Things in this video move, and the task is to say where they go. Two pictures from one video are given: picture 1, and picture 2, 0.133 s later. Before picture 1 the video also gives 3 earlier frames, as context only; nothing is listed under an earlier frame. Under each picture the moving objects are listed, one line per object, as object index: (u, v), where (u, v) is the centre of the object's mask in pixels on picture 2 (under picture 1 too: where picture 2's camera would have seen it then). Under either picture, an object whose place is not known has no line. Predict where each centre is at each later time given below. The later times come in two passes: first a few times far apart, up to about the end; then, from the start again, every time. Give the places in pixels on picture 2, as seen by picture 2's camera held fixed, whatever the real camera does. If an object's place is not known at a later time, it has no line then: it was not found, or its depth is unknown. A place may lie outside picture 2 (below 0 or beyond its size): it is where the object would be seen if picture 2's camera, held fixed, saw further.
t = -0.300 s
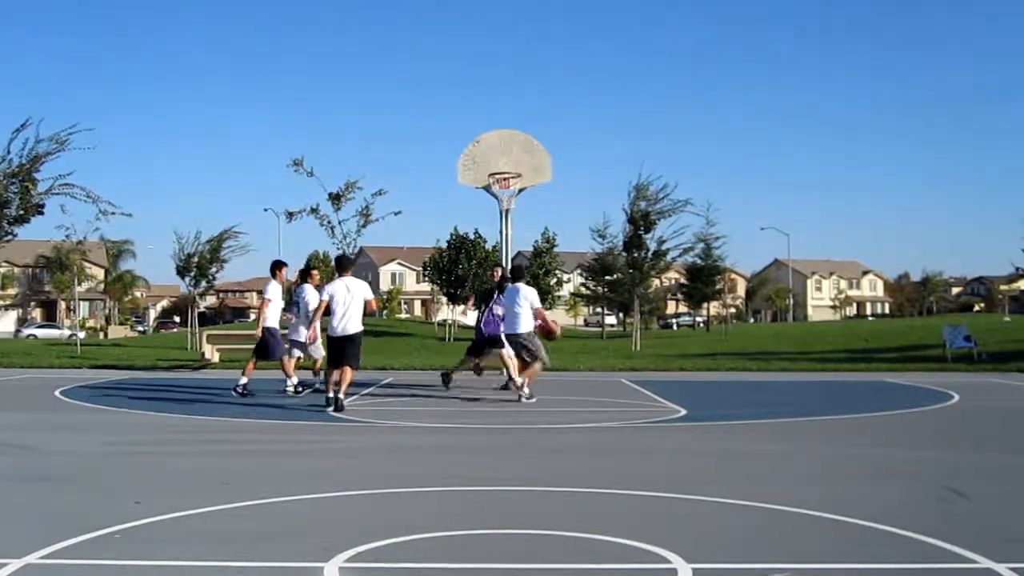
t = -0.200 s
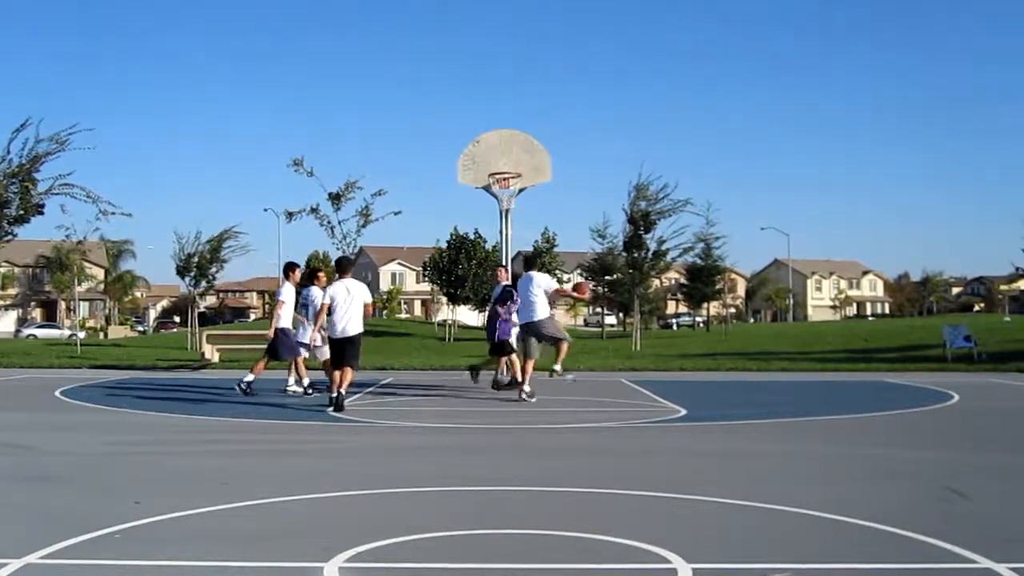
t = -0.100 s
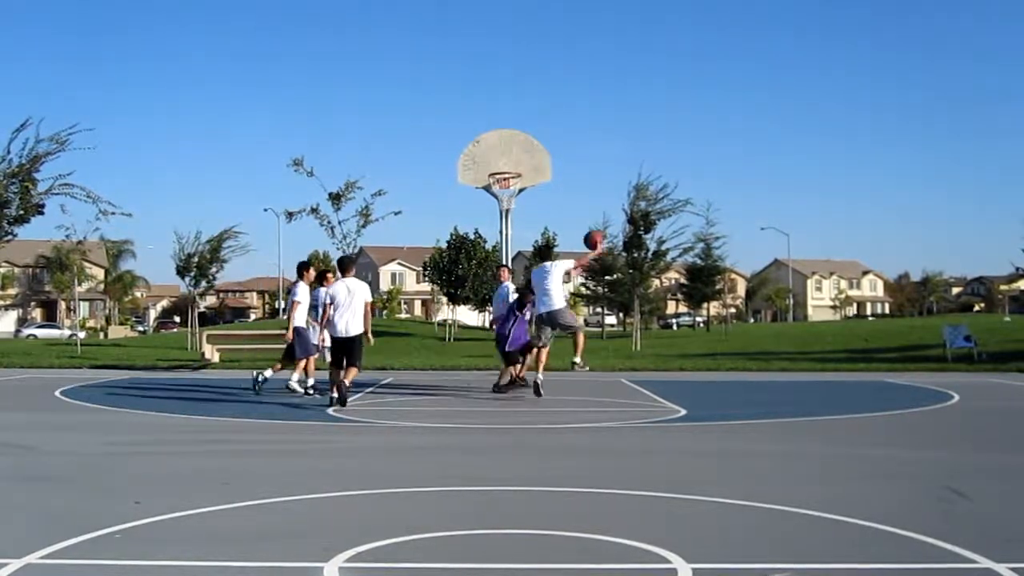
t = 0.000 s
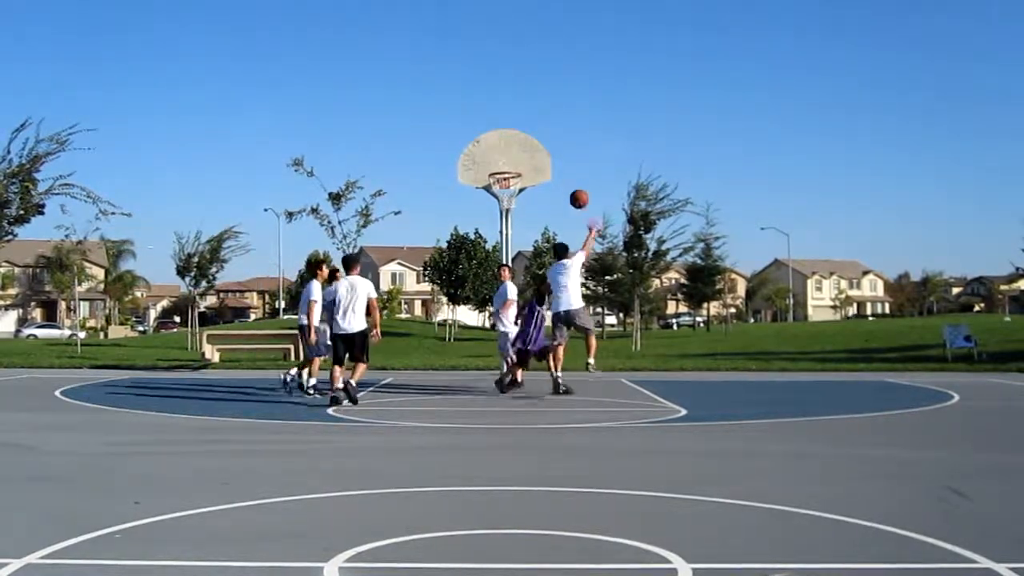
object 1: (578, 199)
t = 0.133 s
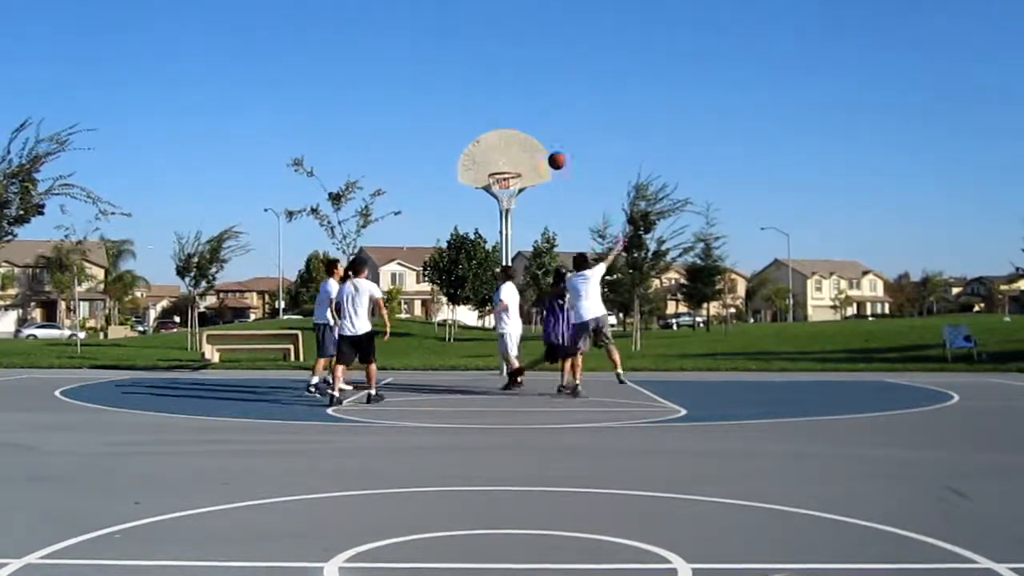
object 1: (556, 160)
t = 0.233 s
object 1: (541, 142)
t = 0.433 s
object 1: (514, 128)
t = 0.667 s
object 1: (486, 147)
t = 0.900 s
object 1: (463, 182)
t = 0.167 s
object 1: (551, 153)
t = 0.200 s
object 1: (547, 147)
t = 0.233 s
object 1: (541, 142)
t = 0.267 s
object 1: (537, 137)
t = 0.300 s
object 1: (532, 134)
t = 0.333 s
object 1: (528, 131)
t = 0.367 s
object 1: (523, 129)
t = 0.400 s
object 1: (519, 128)
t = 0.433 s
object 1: (514, 128)
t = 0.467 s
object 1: (509, 128)
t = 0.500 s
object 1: (505, 130)
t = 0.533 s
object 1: (501, 131)
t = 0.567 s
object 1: (498, 134)
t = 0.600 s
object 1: (493, 138)
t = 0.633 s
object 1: (490, 142)
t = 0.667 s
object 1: (486, 147)
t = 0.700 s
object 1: (482, 152)
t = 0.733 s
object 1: (479, 159)
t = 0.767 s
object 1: (476, 161)
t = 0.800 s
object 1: (473, 165)
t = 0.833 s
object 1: (469, 170)
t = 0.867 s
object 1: (466, 176)
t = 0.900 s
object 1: (463, 182)
